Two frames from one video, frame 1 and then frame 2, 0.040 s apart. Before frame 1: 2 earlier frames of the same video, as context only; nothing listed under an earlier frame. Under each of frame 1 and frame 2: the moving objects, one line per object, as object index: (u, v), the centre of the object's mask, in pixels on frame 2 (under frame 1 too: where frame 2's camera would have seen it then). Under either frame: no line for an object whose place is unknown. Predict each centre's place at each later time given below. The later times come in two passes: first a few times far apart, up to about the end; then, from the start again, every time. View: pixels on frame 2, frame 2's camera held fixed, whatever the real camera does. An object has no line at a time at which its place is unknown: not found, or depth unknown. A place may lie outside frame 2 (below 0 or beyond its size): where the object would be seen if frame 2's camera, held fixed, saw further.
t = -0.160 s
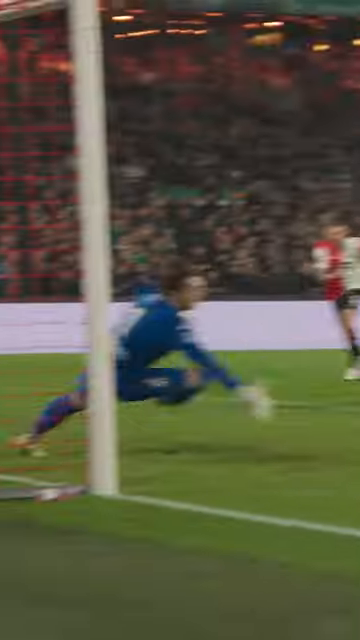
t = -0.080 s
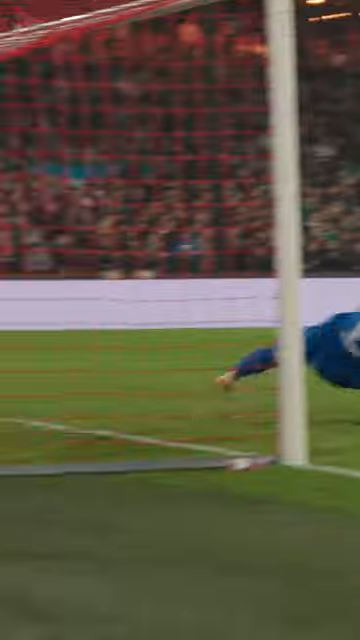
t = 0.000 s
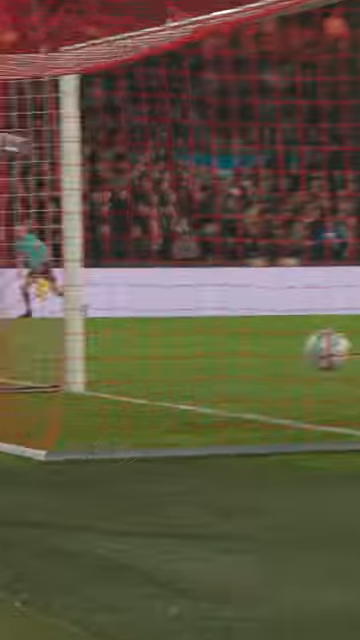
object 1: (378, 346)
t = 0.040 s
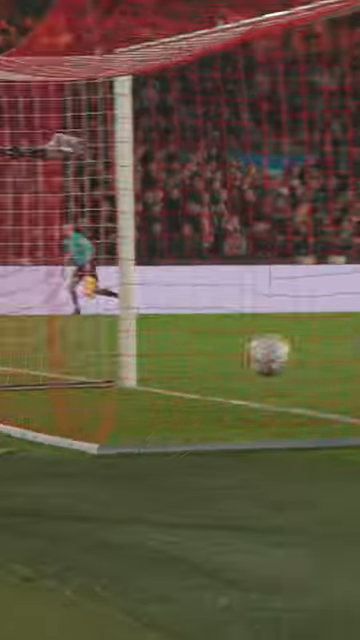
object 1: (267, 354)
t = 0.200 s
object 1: (40, 367)
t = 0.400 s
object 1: (-17, 355)
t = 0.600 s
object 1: (-26, 401)
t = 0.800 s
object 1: (-86, 380)
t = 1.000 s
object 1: (-95, 396)
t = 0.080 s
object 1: (176, 365)
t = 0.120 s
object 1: (116, 371)
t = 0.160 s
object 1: (73, 370)
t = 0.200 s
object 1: (40, 367)
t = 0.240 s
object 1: (22, 361)
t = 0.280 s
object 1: (9, 356)
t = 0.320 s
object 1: (-1, 354)
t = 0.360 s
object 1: (-9, 354)
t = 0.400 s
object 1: (-17, 355)
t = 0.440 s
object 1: (-21, 360)
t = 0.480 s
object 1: (-24, 367)
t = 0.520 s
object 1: (-25, 375)
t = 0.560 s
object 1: (-26, 386)
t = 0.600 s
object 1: (-26, 401)
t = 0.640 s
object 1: (-34, 401)
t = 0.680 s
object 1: (-46, 392)
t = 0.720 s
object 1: (-53, 388)
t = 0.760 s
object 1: (-67, 381)
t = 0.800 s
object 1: (-86, 380)
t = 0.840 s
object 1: (-89, 382)
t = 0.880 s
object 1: (-93, 381)
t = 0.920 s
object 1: (-95, 384)
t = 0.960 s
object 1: (-97, 390)
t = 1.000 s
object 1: (-95, 396)
